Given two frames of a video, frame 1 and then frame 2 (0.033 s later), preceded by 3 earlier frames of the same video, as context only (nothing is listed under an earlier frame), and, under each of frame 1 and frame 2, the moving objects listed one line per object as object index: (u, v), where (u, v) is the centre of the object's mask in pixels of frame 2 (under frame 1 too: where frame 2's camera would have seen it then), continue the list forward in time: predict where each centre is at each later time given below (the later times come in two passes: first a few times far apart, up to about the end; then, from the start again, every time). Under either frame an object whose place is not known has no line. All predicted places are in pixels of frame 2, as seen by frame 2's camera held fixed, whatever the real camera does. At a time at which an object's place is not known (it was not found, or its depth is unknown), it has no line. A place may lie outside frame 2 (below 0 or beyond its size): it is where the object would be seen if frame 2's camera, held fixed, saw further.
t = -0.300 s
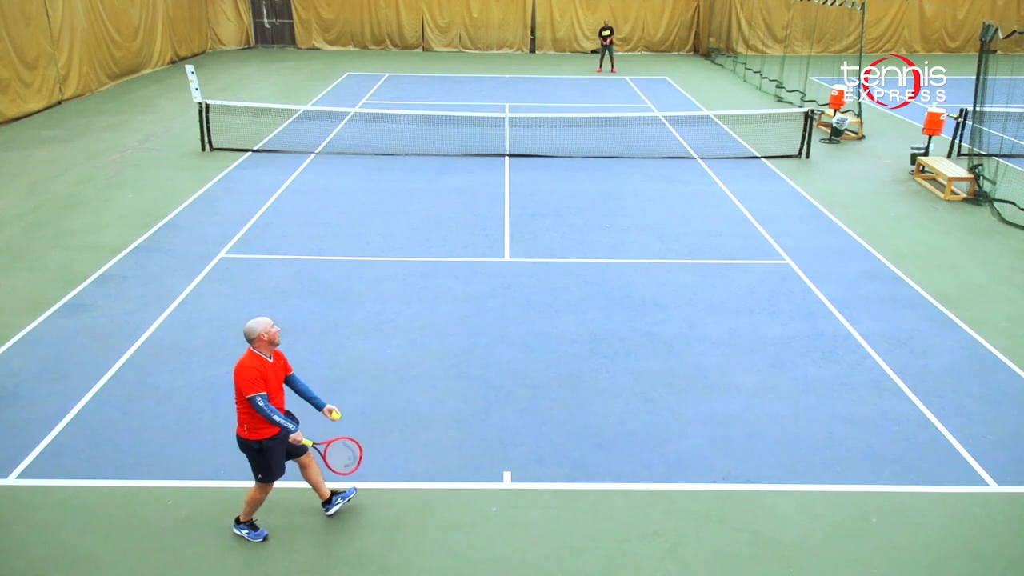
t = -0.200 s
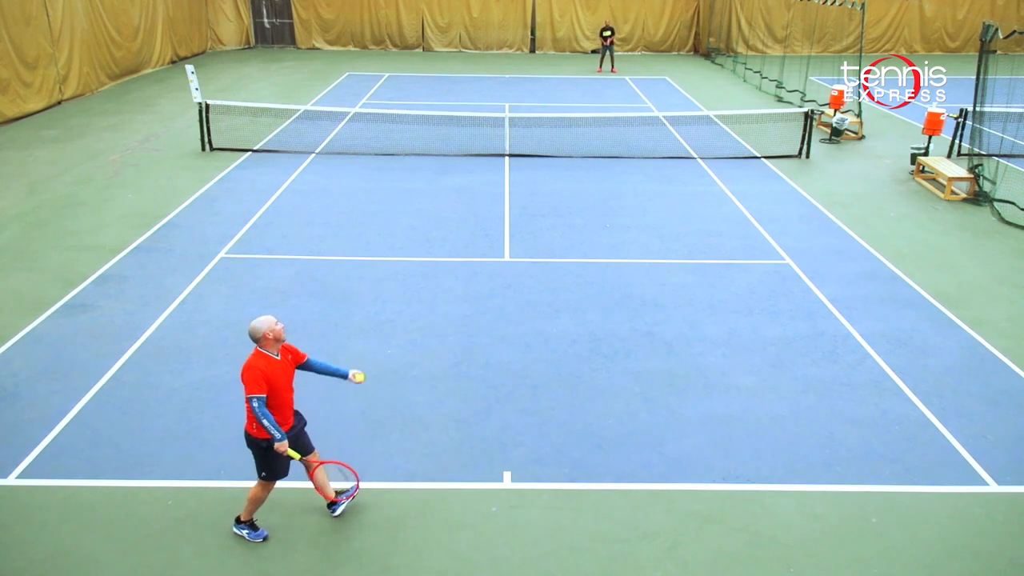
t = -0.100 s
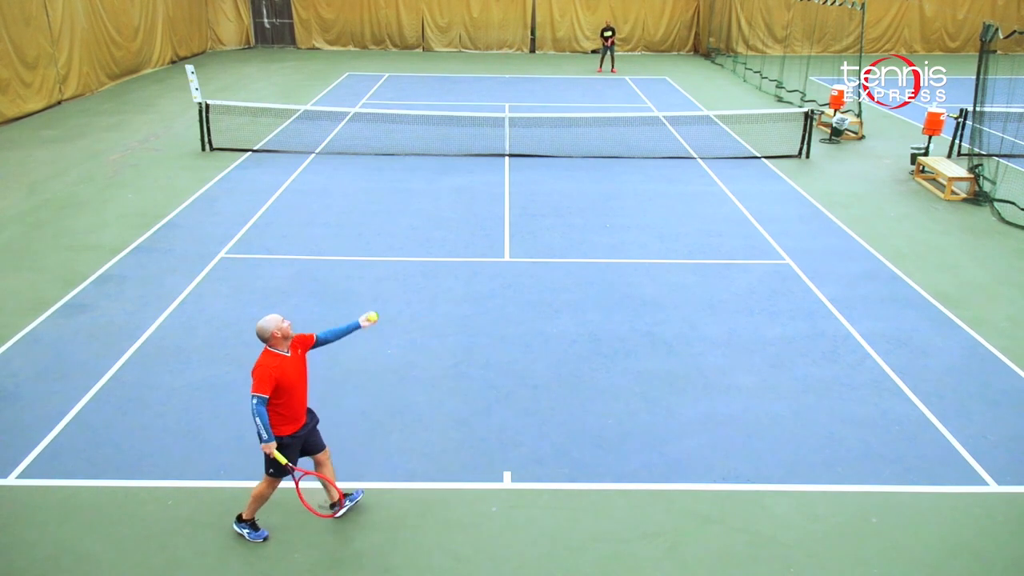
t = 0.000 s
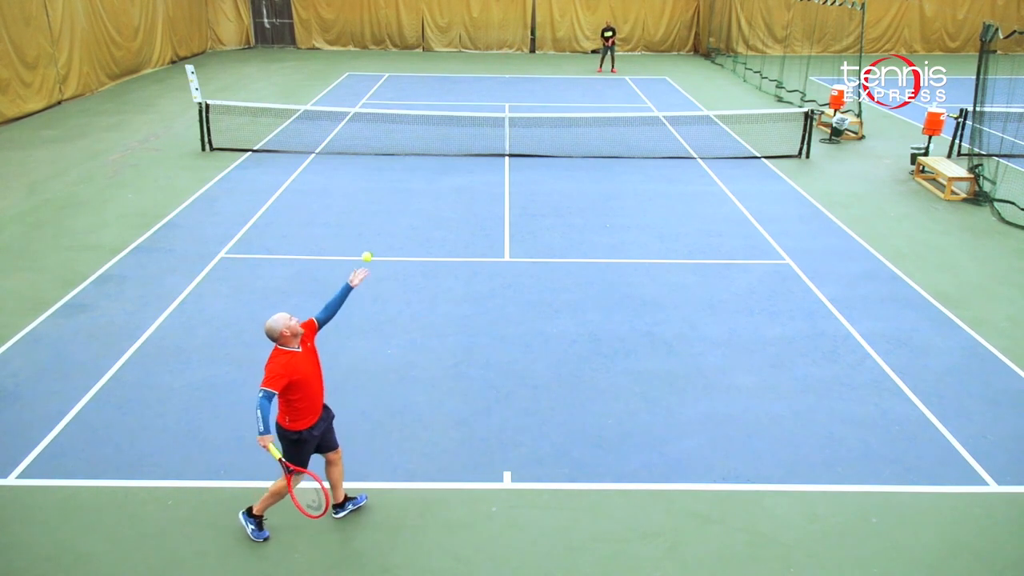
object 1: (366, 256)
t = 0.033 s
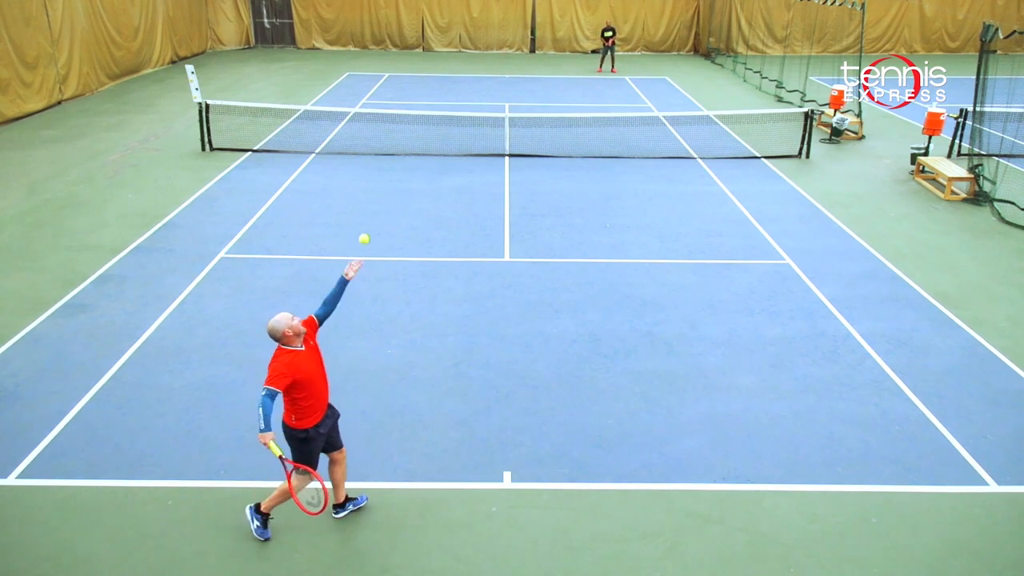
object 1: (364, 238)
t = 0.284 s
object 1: (346, 141)
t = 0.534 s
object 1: (333, 122)
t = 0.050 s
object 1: (363, 230)
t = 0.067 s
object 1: (361, 222)
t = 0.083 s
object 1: (360, 213)
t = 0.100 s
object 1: (359, 206)
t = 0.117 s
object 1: (358, 198)
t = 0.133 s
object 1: (357, 191)
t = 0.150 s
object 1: (355, 184)
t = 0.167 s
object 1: (354, 178)
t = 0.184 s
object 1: (353, 171)
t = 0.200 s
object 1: (352, 165)
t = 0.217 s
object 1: (351, 160)
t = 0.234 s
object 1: (350, 155)
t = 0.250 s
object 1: (348, 150)
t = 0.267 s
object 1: (347, 145)
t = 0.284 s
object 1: (346, 141)
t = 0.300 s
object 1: (345, 137)
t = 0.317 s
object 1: (344, 134)
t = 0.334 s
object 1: (343, 131)
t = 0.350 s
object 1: (343, 128)
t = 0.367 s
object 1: (341, 125)
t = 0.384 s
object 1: (341, 123)
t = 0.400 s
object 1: (339, 122)
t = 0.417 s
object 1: (338, 121)
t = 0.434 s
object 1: (337, 120)
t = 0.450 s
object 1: (337, 119)
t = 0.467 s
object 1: (336, 119)
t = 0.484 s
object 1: (336, 120)
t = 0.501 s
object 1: (335, 120)
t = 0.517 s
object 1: (334, 121)
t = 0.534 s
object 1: (333, 122)
